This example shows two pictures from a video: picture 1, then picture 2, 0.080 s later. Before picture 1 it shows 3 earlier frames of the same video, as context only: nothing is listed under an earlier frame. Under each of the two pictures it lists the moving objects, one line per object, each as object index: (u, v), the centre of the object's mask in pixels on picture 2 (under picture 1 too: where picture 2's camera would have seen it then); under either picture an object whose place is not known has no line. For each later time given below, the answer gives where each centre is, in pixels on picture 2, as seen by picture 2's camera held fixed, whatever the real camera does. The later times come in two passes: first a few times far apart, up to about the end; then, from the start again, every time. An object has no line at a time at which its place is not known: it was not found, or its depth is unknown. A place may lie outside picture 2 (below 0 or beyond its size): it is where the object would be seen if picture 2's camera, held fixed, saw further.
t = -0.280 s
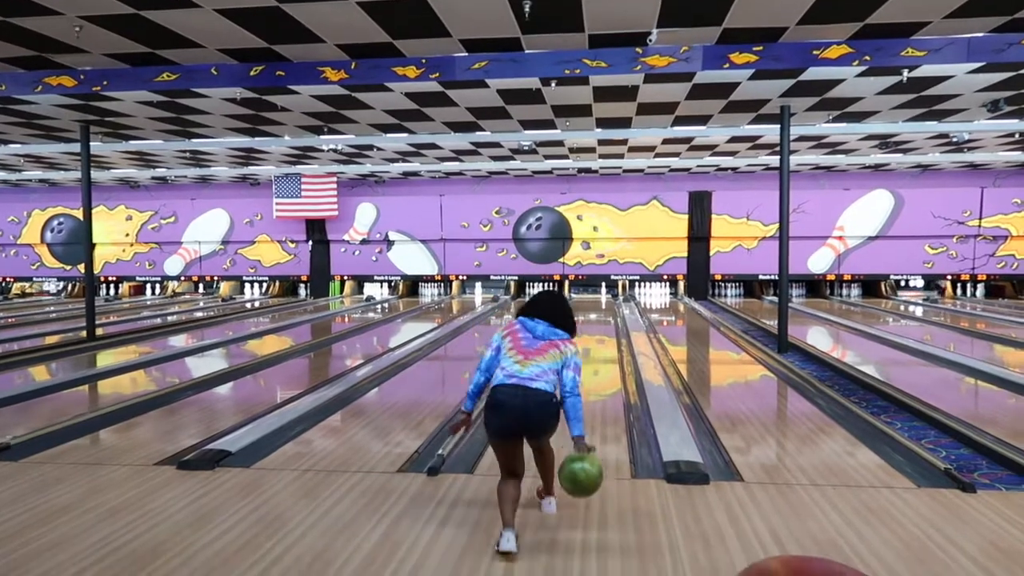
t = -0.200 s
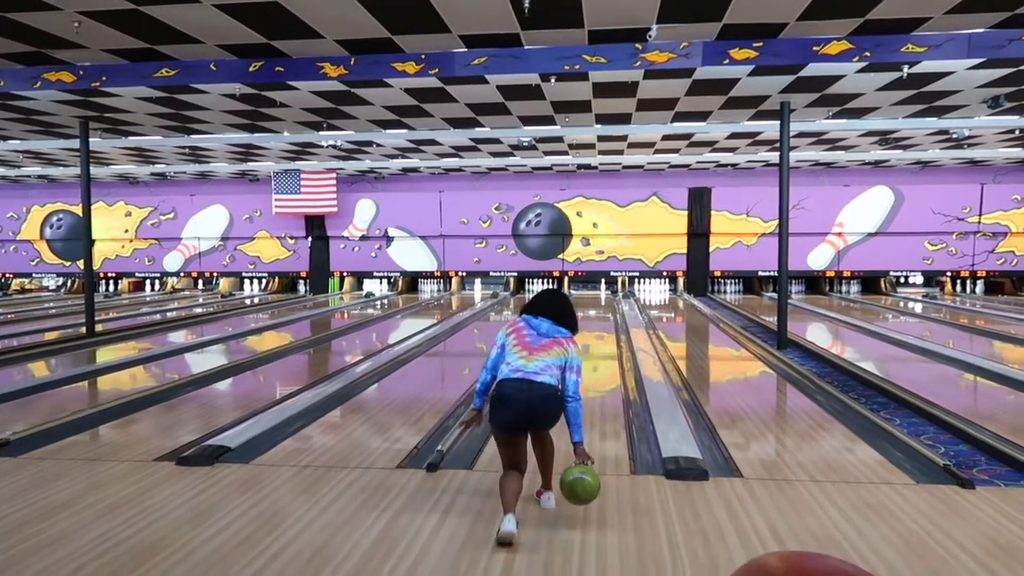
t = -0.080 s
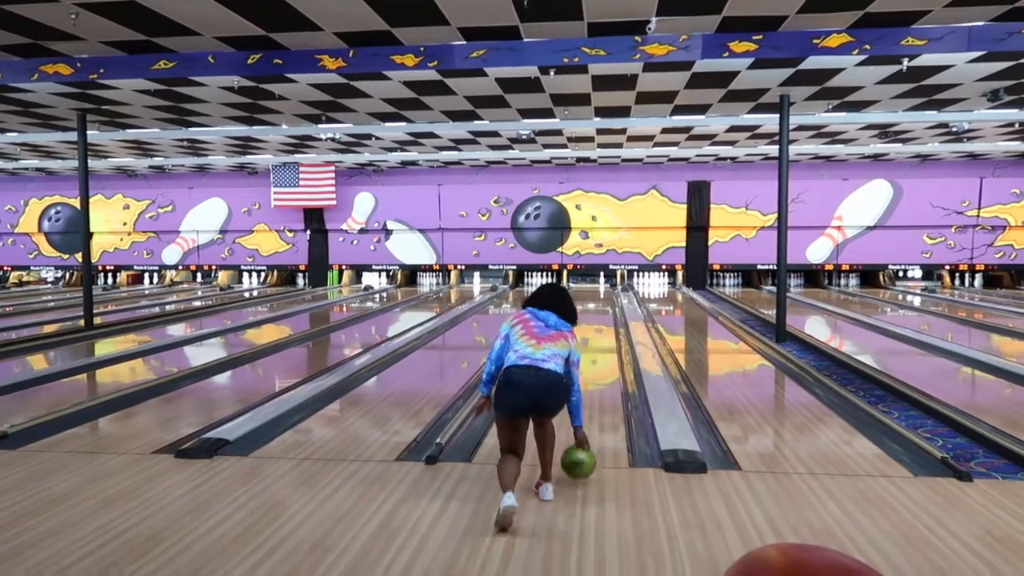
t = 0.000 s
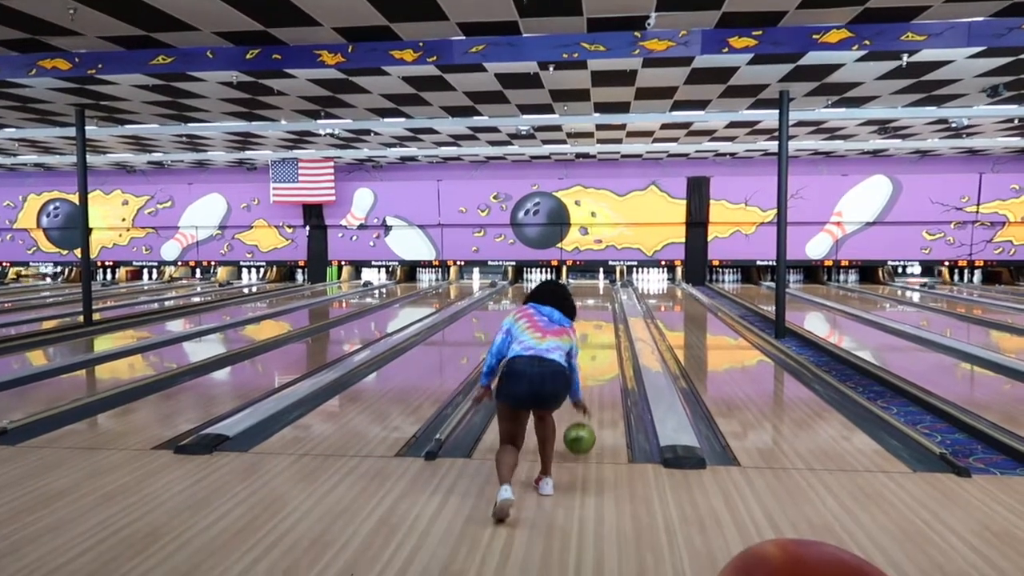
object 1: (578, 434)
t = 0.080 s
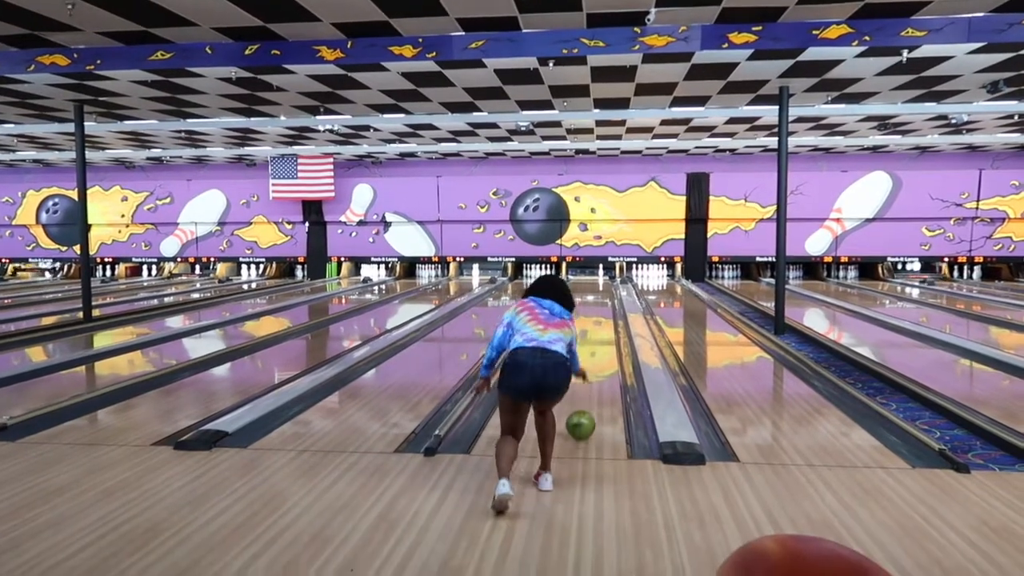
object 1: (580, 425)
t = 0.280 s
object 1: (584, 392)
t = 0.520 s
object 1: (591, 366)
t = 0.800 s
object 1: (591, 344)
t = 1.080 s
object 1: (592, 329)
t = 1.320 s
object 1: (593, 319)
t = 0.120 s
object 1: (581, 416)
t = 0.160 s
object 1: (582, 410)
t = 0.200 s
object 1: (583, 404)
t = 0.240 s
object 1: (584, 398)
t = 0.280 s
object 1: (584, 392)
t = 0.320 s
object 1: (585, 387)
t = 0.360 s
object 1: (586, 382)
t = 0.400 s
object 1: (586, 378)
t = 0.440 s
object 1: (587, 375)
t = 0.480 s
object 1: (590, 371)
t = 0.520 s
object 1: (591, 366)
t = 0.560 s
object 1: (591, 361)
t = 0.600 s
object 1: (591, 358)
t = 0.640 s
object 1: (590, 355)
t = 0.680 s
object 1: (590, 352)
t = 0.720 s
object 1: (590, 349)
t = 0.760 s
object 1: (590, 347)
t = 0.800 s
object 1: (591, 344)
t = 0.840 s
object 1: (591, 341)
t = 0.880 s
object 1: (591, 339)
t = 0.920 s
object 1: (591, 337)
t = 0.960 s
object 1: (592, 335)
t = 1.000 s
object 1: (592, 333)
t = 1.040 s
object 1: (592, 331)
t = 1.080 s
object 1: (592, 329)
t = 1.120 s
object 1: (593, 327)
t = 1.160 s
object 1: (593, 325)
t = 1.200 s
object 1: (593, 324)
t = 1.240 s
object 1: (593, 322)
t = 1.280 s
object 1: (593, 320)
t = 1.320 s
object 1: (593, 319)
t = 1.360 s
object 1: (594, 317)
